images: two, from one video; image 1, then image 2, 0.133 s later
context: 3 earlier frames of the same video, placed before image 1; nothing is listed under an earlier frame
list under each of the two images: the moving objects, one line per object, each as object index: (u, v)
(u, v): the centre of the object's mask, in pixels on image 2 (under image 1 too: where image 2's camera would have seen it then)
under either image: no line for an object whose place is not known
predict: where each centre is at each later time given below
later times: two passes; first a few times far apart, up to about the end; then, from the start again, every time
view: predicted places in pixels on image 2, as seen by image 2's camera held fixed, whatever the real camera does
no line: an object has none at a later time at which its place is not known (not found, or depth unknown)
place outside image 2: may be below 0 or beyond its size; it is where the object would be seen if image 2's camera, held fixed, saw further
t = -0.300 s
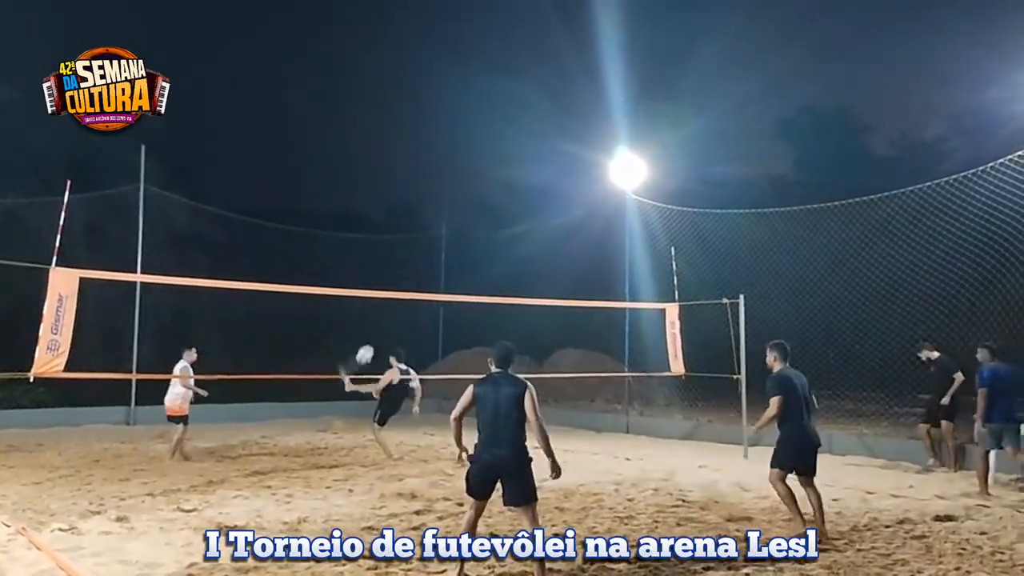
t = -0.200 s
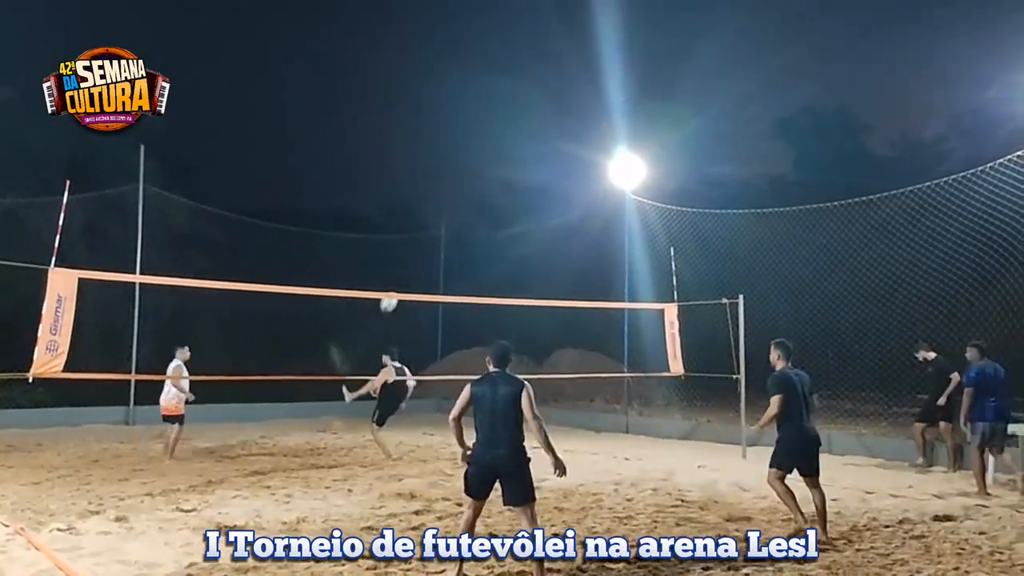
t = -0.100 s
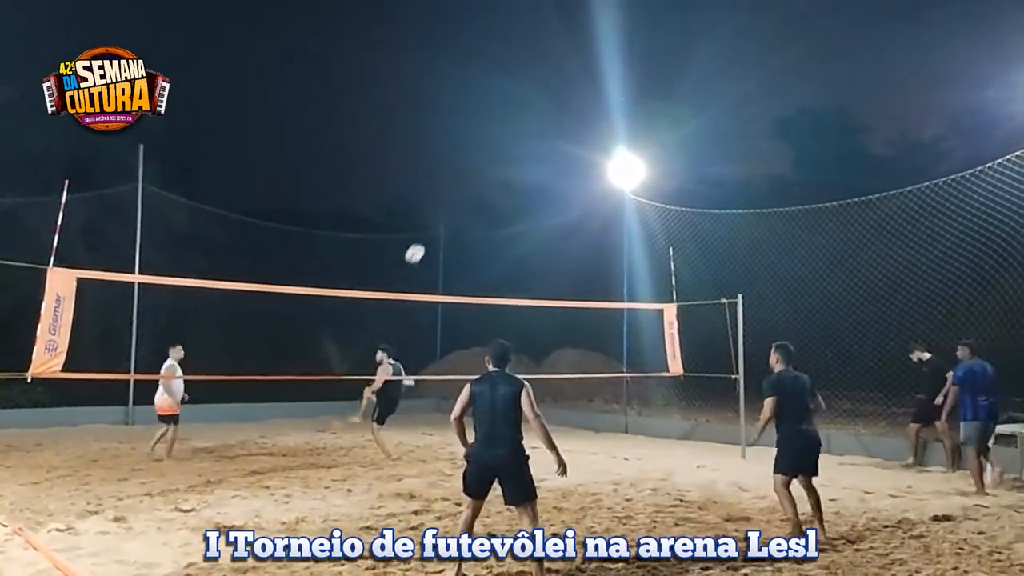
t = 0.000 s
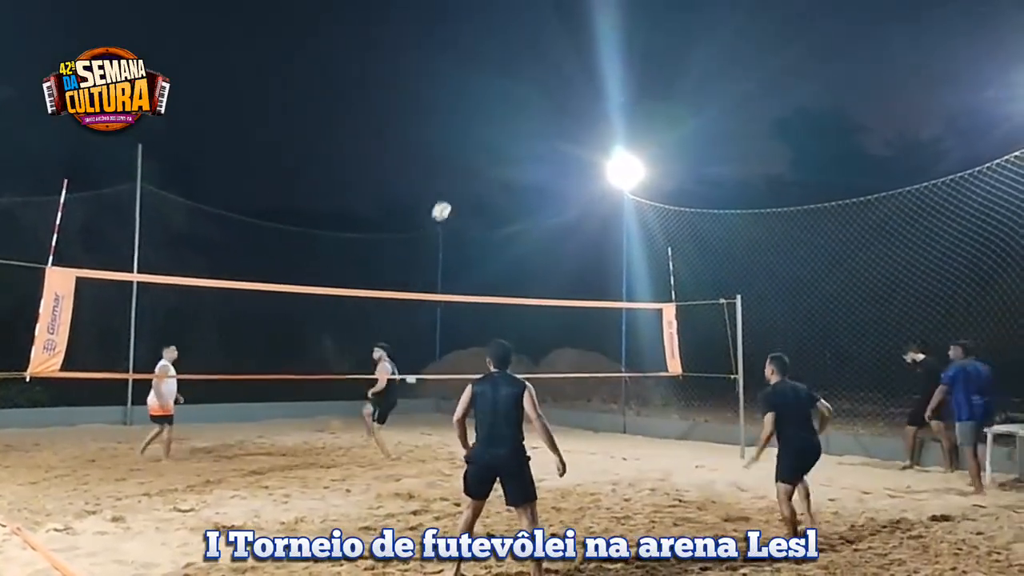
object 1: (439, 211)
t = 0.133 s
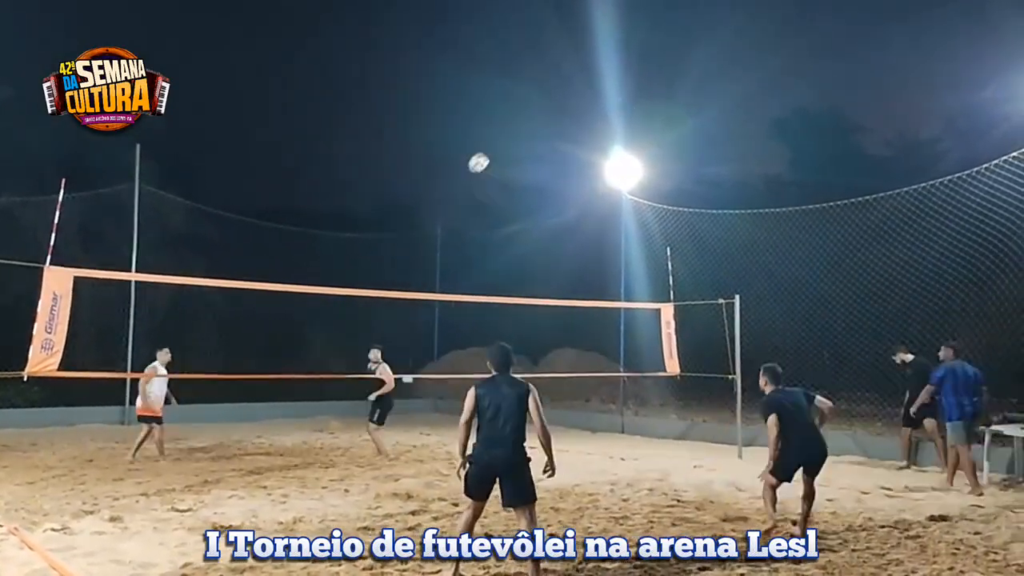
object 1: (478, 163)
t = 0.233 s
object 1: (509, 133)
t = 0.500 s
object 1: (598, 86)
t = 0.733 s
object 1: (688, 90)
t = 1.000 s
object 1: (806, 161)
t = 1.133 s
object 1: (873, 230)
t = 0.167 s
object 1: (488, 152)
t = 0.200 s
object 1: (498, 142)
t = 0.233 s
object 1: (509, 133)
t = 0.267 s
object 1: (520, 125)
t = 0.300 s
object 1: (530, 117)
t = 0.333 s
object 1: (542, 110)
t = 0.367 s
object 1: (553, 104)
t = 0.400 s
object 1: (564, 98)
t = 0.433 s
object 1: (575, 93)
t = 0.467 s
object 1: (587, 89)
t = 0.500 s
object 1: (598, 86)
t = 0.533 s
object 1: (611, 84)
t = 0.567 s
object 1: (623, 83)
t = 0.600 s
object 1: (636, 82)
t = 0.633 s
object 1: (648, 83)
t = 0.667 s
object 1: (662, 84)
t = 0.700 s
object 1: (675, 86)
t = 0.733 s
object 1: (688, 90)
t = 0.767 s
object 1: (702, 95)
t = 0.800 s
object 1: (716, 100)
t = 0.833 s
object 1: (731, 107)
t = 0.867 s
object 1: (746, 115)
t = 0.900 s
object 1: (761, 124)
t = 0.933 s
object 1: (775, 135)
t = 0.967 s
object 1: (791, 148)
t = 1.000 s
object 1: (806, 161)
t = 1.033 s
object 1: (822, 176)
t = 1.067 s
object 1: (839, 193)
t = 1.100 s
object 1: (855, 211)
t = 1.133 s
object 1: (873, 230)
